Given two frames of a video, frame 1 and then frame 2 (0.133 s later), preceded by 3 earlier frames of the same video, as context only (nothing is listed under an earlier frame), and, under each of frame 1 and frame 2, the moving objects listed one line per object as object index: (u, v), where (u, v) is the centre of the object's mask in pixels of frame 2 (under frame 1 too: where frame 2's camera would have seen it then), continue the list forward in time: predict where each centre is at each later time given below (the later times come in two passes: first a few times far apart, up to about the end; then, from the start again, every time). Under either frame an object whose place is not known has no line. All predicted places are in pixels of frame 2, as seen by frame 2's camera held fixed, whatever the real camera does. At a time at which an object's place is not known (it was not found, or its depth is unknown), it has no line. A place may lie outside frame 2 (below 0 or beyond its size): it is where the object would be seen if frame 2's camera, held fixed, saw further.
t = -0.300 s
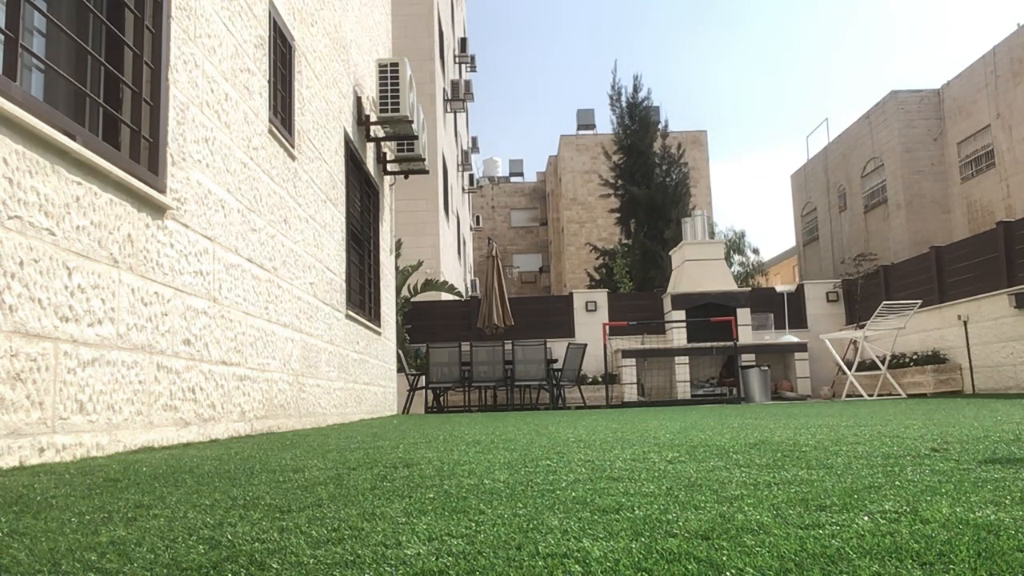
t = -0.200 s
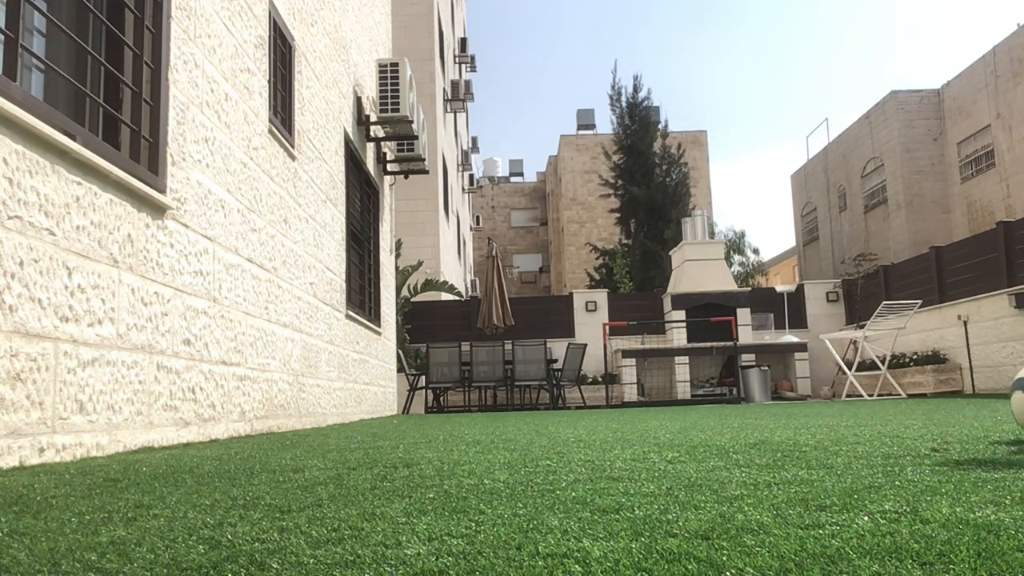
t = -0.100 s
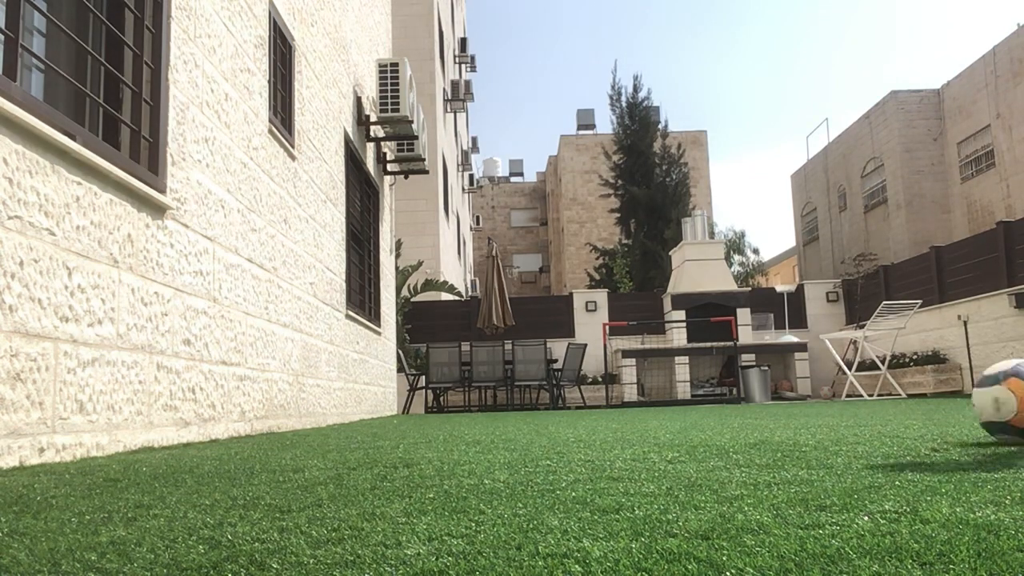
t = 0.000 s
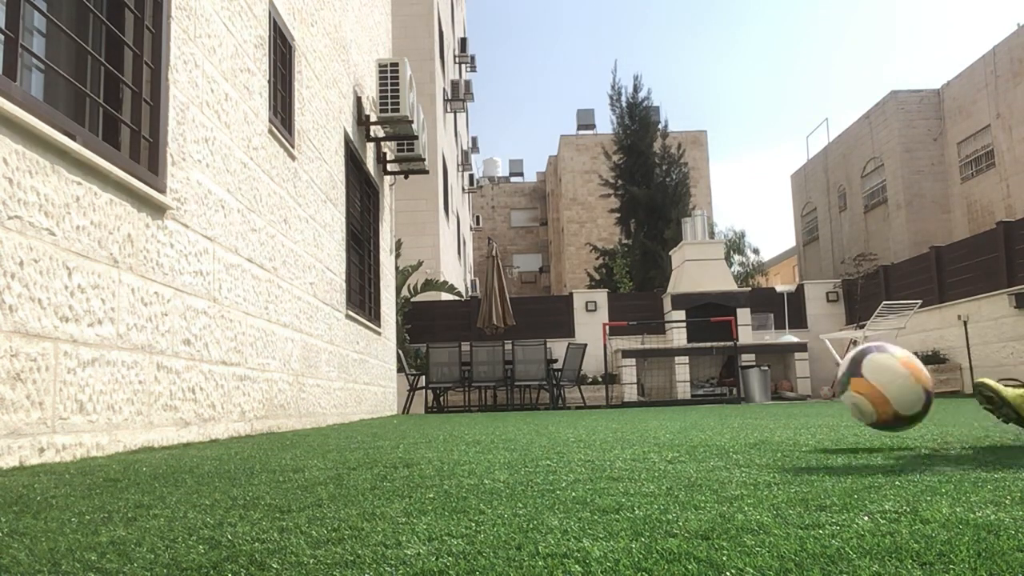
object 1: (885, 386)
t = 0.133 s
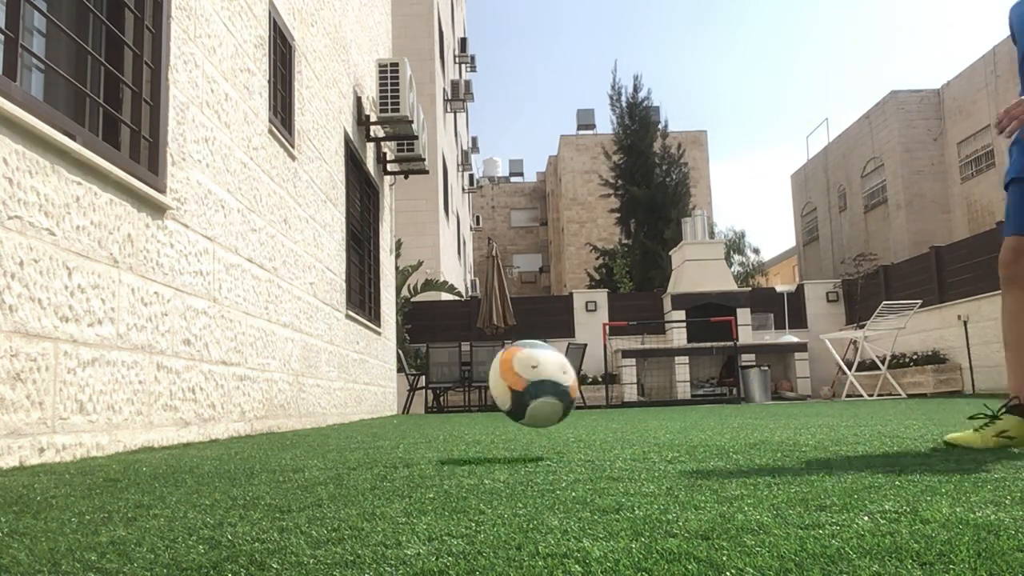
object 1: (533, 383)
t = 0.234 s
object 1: (274, 427)
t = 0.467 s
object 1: (160, 394)
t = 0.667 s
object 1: (384, 406)
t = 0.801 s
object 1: (492, 421)
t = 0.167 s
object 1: (447, 394)
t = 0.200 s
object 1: (361, 409)
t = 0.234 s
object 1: (274, 427)
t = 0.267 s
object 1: (202, 423)
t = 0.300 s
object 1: (132, 413)
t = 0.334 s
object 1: (65, 407)
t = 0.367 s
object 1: (36, 401)
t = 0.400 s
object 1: (72, 394)
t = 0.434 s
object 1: (116, 391)
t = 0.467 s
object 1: (160, 394)
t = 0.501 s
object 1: (206, 400)
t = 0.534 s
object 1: (251, 411)
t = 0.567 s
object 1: (296, 427)
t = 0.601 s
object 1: (328, 422)
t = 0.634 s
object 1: (356, 412)
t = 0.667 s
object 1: (384, 406)
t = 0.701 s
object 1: (411, 406)
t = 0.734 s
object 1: (439, 410)
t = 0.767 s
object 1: (467, 419)
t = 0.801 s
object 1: (492, 421)
